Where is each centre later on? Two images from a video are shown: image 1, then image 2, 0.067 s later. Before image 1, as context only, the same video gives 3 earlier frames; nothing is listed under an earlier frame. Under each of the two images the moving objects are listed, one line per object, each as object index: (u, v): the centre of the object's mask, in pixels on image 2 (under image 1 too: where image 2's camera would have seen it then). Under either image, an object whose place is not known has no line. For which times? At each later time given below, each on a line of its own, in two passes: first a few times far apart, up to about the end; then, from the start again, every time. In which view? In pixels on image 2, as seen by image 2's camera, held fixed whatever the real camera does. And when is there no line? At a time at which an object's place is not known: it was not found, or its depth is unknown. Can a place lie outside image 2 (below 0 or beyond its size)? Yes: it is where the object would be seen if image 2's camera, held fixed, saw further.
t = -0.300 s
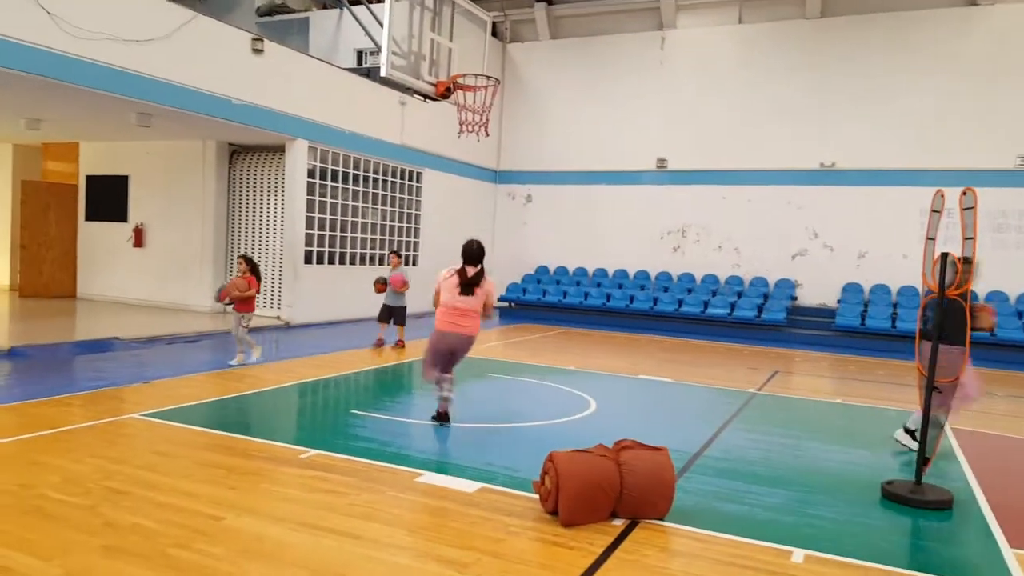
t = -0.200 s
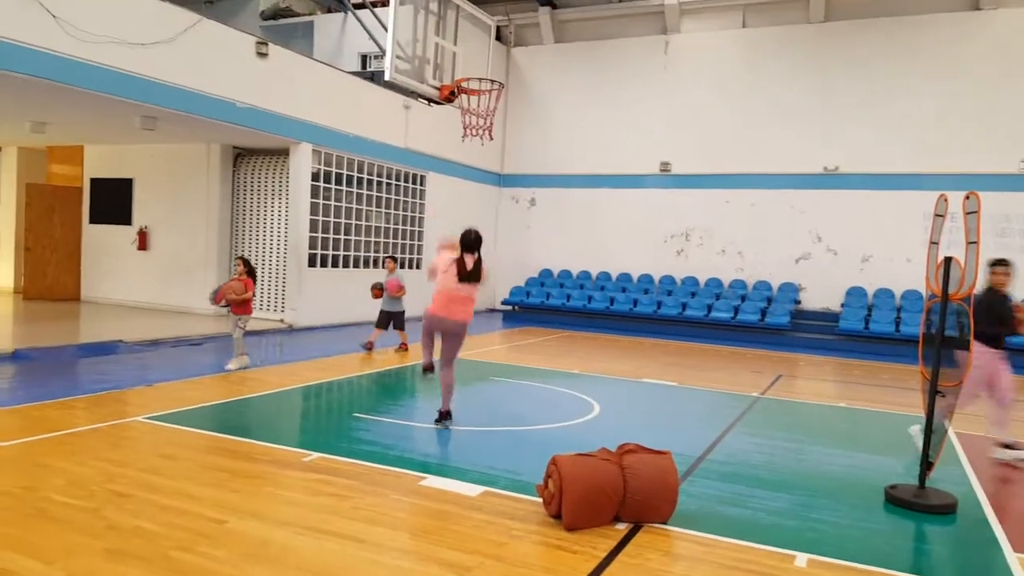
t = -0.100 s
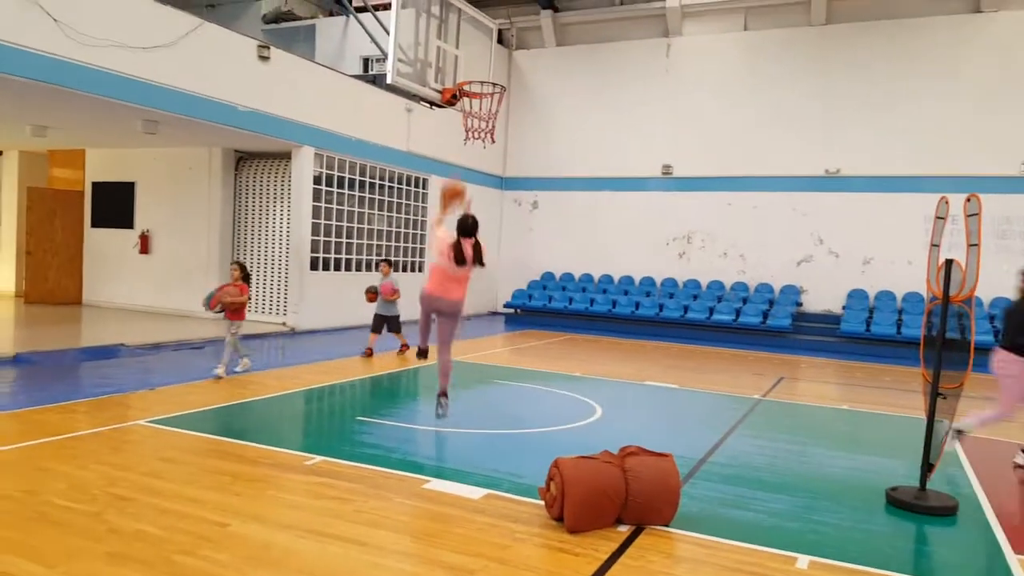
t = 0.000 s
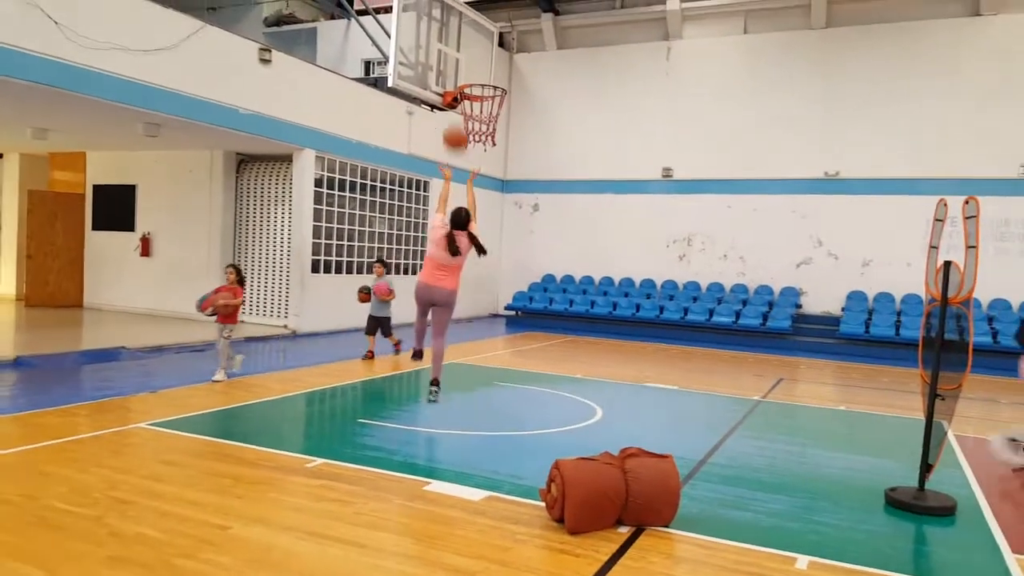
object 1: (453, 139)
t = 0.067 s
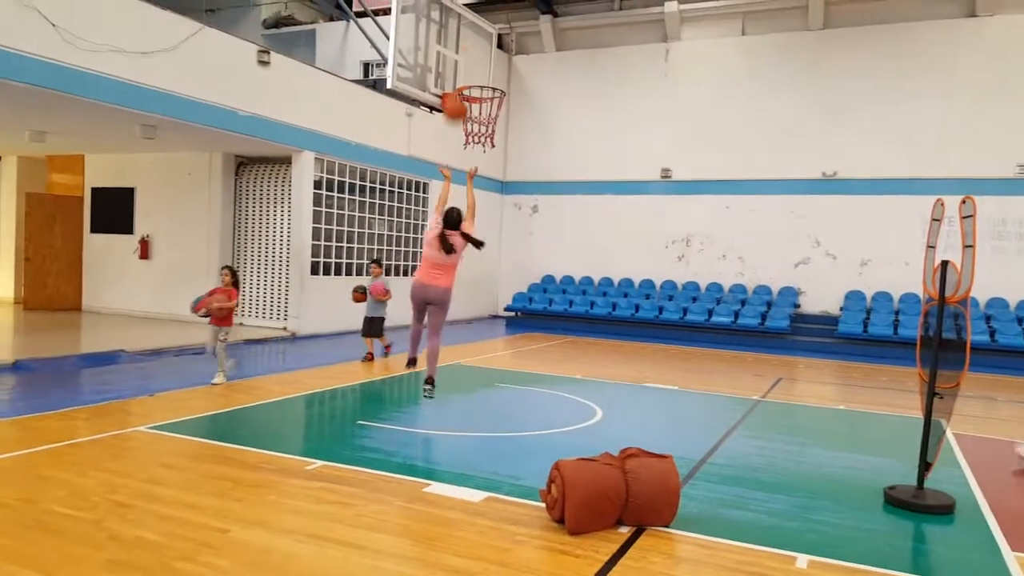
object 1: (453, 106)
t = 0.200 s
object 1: (457, 63)
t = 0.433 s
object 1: (457, 33)
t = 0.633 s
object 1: (476, 50)
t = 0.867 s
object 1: (492, 74)
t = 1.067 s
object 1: (499, 67)
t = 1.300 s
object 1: (505, 110)
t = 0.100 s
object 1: (452, 98)
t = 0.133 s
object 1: (456, 85)
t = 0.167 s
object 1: (457, 74)
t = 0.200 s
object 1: (457, 63)
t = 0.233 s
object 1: (457, 56)
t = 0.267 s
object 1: (458, 48)
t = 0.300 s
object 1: (457, 43)
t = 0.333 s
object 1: (456, 39)
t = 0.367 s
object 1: (456, 36)
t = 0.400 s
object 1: (457, 34)
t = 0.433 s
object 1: (457, 33)
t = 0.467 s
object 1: (460, 33)
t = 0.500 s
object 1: (464, 34)
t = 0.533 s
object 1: (467, 36)
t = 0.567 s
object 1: (470, 39)
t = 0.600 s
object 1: (472, 45)
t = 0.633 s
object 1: (476, 50)
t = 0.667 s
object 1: (478, 57)
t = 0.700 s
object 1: (481, 65)
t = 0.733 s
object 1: (484, 73)
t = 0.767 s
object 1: (486, 83)
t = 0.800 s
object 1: (488, 83)
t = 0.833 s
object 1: (490, 78)
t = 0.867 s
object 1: (492, 74)
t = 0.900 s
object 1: (493, 70)
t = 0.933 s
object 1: (494, 67)
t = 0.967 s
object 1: (496, 66)
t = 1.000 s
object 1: (497, 65)
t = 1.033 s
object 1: (498, 66)
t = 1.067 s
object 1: (499, 67)
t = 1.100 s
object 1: (500, 70)
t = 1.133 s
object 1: (500, 74)
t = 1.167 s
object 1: (501, 78)
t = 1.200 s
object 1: (503, 84)
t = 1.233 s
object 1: (505, 90)
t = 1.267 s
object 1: (506, 100)
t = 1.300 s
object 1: (505, 110)
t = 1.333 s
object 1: (505, 120)
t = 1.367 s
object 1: (506, 132)
